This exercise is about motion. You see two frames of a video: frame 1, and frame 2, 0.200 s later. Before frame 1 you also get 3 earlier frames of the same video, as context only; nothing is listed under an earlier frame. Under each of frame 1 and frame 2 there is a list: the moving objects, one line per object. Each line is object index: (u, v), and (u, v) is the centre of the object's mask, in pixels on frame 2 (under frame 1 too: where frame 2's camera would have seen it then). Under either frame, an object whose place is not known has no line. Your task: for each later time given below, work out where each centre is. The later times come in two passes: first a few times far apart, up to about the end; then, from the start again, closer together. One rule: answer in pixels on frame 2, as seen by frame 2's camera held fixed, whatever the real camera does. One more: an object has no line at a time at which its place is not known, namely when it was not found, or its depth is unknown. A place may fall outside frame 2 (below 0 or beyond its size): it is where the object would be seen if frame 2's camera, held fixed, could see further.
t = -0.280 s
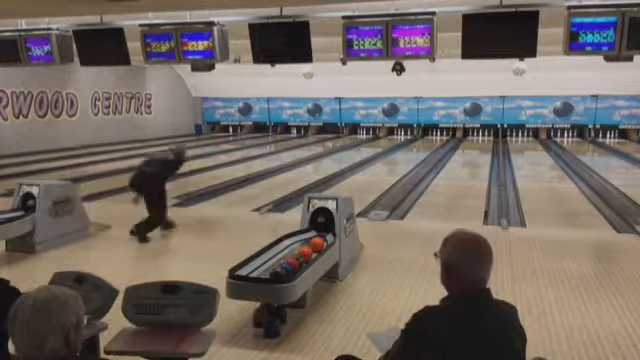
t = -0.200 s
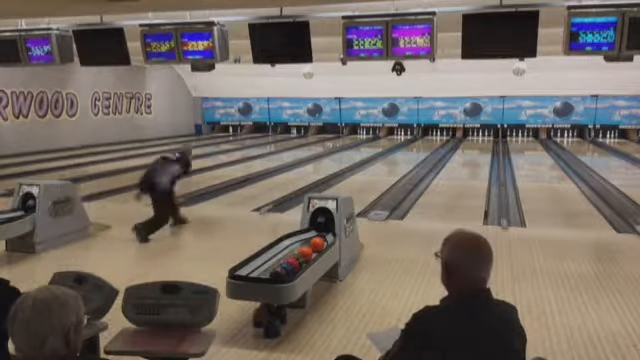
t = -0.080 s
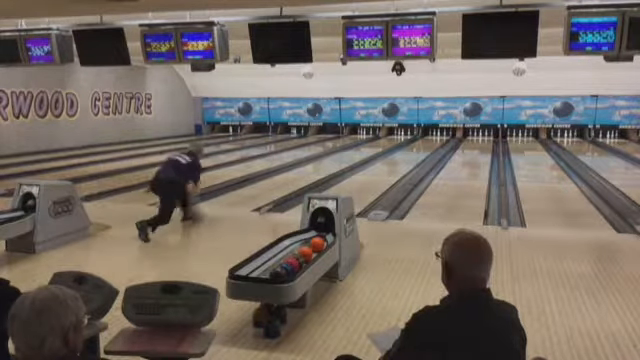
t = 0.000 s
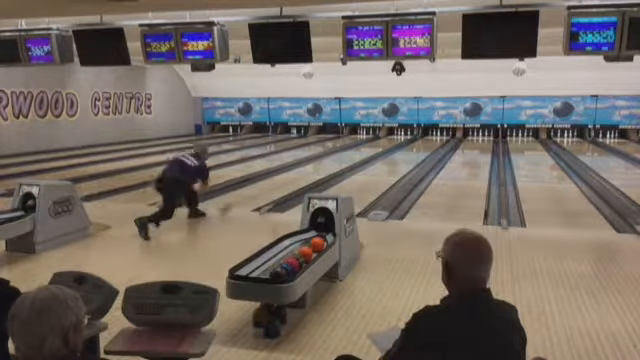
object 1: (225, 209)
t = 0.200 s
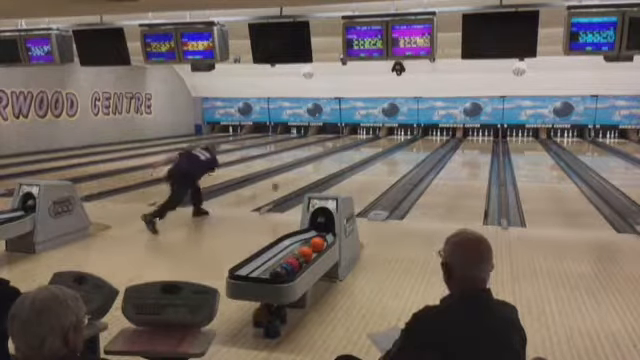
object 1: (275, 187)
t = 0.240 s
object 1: (283, 184)
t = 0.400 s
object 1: (307, 173)
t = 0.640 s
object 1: (336, 163)
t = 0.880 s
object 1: (354, 154)
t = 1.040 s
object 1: (365, 149)
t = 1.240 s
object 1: (373, 146)
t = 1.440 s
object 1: (374, 146)
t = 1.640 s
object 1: (374, 145)
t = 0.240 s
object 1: (283, 184)
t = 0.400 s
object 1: (307, 173)
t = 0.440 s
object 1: (314, 171)
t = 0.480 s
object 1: (316, 169)
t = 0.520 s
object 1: (322, 167)
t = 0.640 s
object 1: (336, 163)
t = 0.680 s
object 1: (338, 159)
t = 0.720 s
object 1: (341, 158)
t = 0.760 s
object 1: (346, 156)
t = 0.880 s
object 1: (354, 154)
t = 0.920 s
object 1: (357, 151)
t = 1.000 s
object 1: (363, 150)
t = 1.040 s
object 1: (365, 149)
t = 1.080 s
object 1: (368, 148)
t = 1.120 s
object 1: (370, 147)
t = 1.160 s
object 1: (372, 146)
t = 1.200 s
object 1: (372, 146)
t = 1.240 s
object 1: (373, 146)
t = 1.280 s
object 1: (374, 146)
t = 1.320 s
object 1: (374, 146)
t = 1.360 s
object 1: (374, 146)
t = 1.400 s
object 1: (374, 146)
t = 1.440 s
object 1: (374, 146)
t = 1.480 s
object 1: (374, 146)
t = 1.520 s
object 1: (373, 146)
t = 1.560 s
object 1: (373, 146)
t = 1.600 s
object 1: (374, 146)
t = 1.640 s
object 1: (374, 145)
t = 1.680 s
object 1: (374, 145)
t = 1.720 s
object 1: (374, 146)
